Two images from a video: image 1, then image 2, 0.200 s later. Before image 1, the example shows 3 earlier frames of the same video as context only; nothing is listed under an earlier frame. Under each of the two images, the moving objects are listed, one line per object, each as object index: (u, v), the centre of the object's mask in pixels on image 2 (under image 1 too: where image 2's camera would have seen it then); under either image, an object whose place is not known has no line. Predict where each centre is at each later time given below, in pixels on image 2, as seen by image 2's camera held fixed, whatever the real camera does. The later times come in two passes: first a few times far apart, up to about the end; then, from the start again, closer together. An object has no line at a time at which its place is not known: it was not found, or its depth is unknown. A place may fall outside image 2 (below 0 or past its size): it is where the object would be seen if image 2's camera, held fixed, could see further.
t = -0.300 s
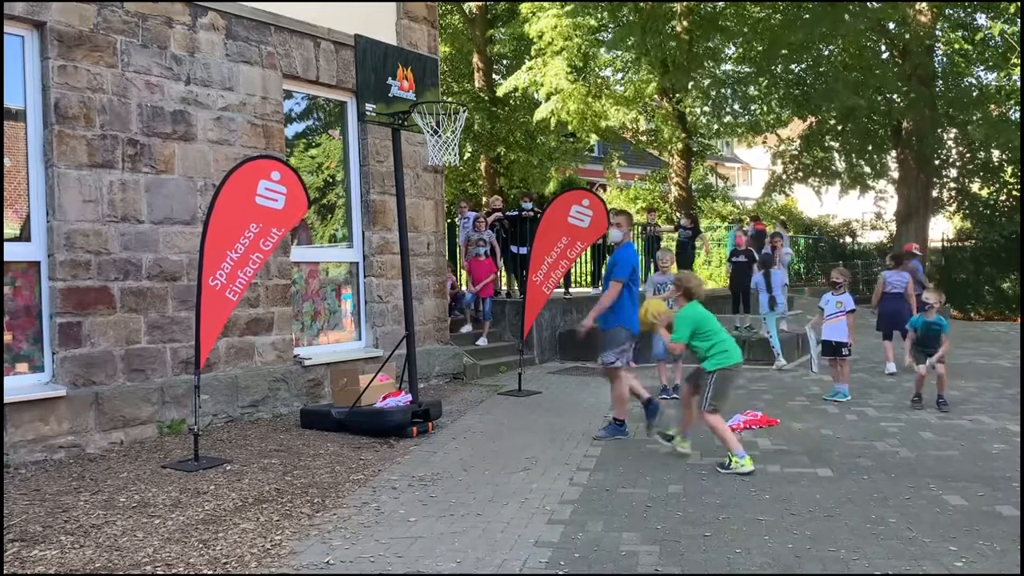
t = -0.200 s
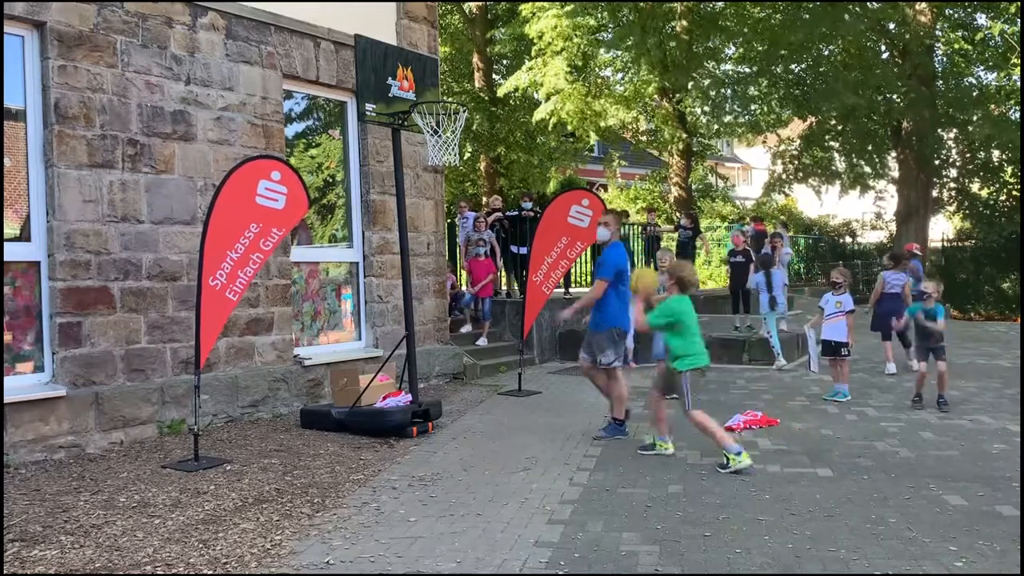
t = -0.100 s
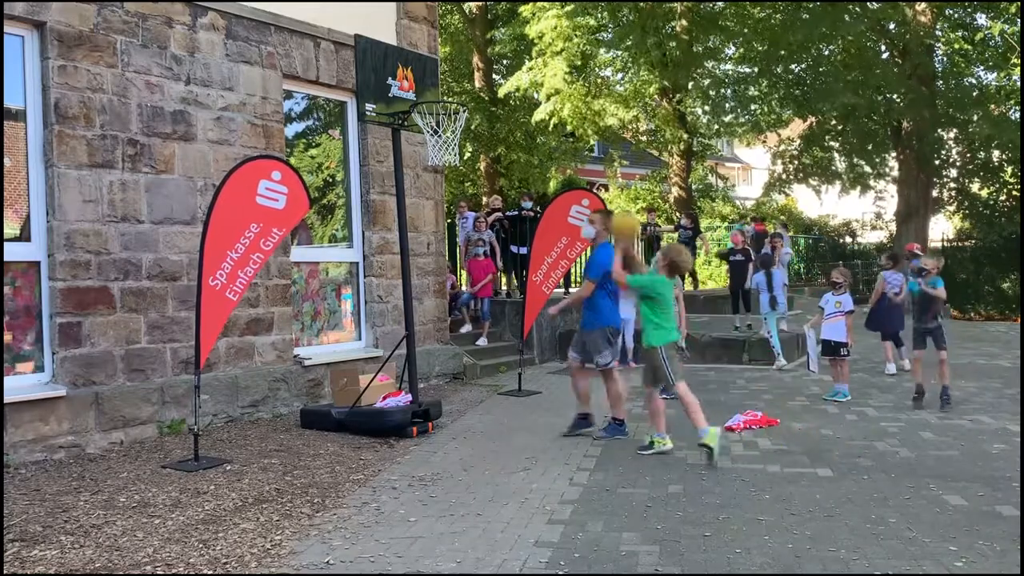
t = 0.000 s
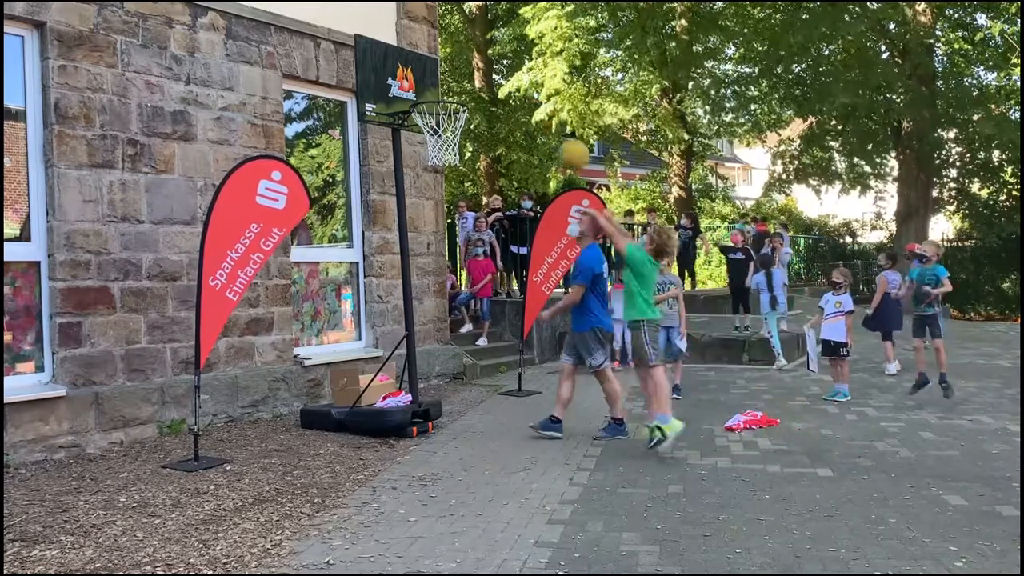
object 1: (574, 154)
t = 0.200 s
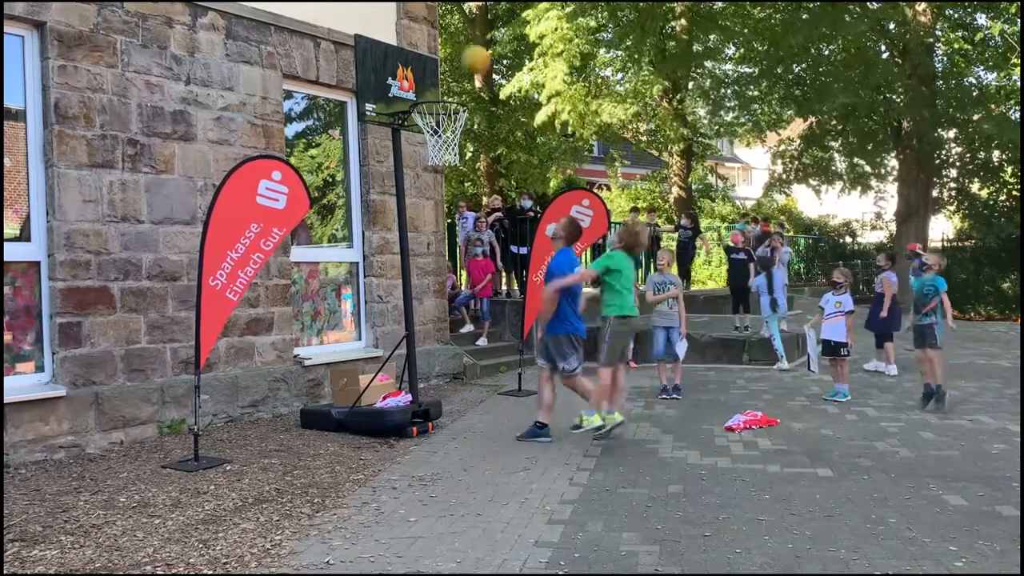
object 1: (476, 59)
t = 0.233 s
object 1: (460, 50)
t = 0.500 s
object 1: (362, 22)
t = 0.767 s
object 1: (371, 24)
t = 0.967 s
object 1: (381, 89)
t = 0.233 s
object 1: (460, 50)
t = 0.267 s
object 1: (447, 43)
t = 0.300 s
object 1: (432, 36)
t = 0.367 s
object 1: (404, 27)
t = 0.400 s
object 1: (391, 26)
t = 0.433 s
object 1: (376, 25)
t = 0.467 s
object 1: (363, 26)
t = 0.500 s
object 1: (362, 22)
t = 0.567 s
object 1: (364, 15)
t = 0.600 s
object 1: (365, 14)
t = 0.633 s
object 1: (366, 13)
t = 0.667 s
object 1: (367, 14)
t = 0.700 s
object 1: (369, 15)
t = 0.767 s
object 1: (371, 24)
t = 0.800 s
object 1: (373, 30)
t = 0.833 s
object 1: (374, 39)
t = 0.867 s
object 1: (376, 49)
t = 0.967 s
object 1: (381, 89)
